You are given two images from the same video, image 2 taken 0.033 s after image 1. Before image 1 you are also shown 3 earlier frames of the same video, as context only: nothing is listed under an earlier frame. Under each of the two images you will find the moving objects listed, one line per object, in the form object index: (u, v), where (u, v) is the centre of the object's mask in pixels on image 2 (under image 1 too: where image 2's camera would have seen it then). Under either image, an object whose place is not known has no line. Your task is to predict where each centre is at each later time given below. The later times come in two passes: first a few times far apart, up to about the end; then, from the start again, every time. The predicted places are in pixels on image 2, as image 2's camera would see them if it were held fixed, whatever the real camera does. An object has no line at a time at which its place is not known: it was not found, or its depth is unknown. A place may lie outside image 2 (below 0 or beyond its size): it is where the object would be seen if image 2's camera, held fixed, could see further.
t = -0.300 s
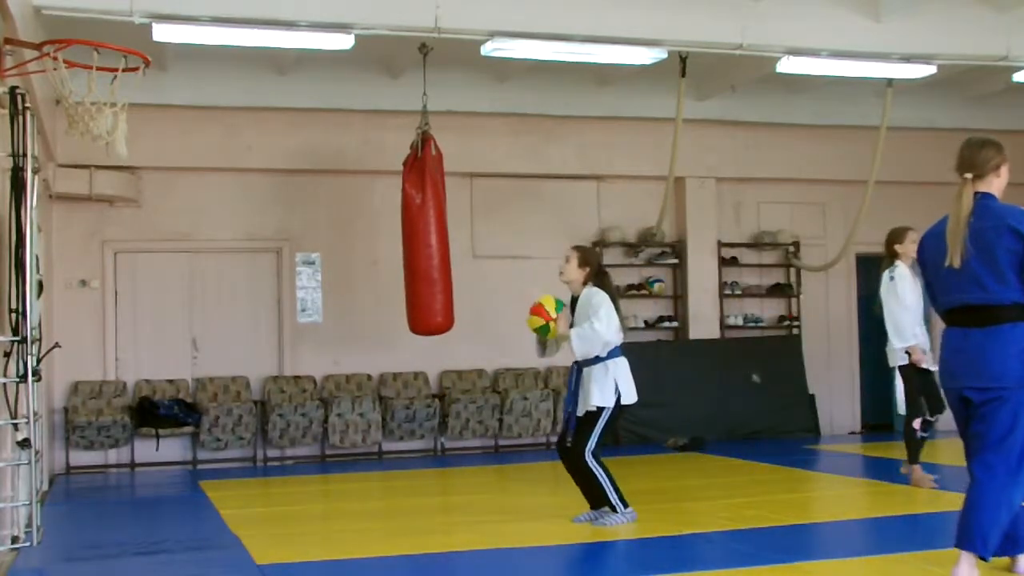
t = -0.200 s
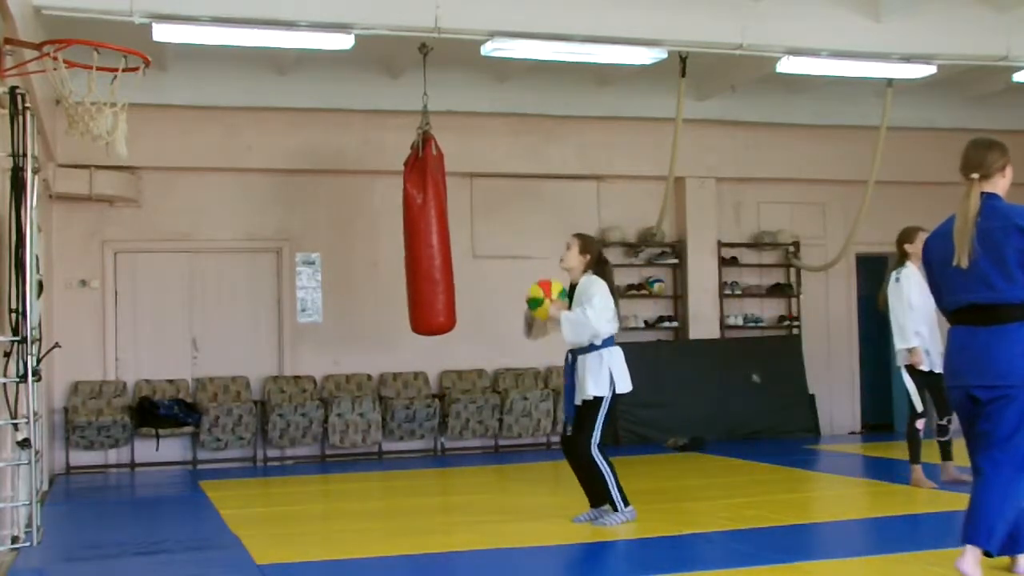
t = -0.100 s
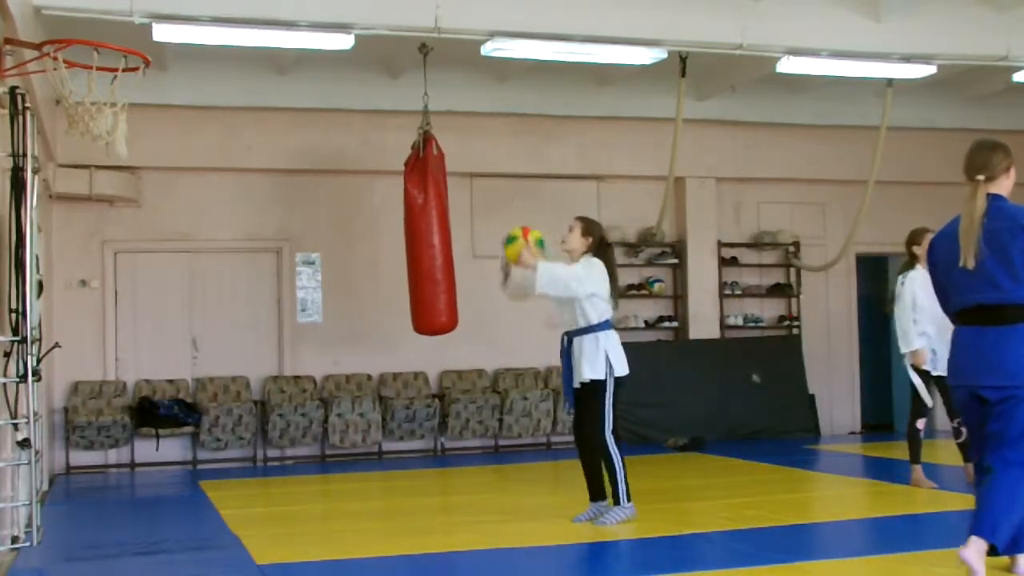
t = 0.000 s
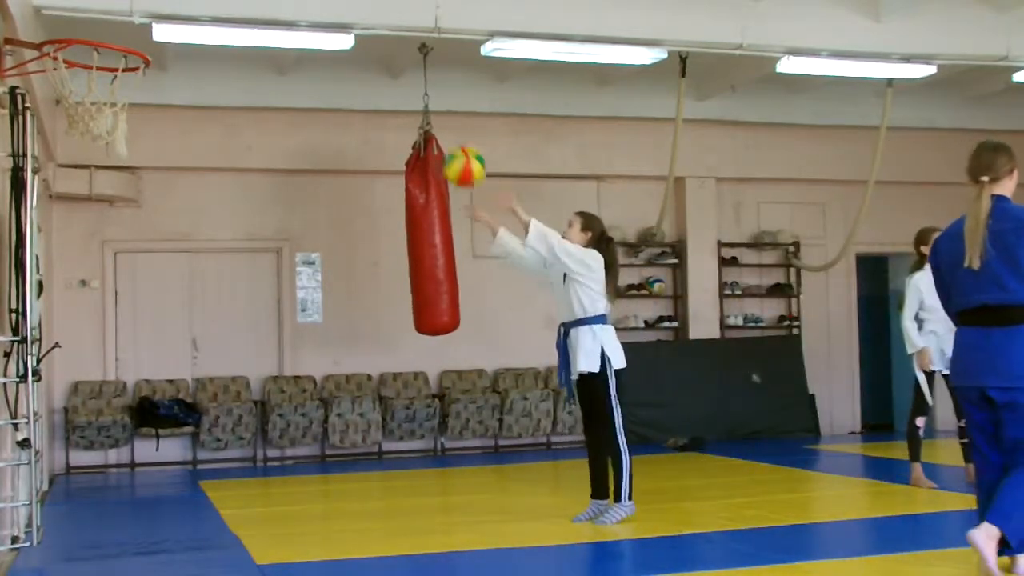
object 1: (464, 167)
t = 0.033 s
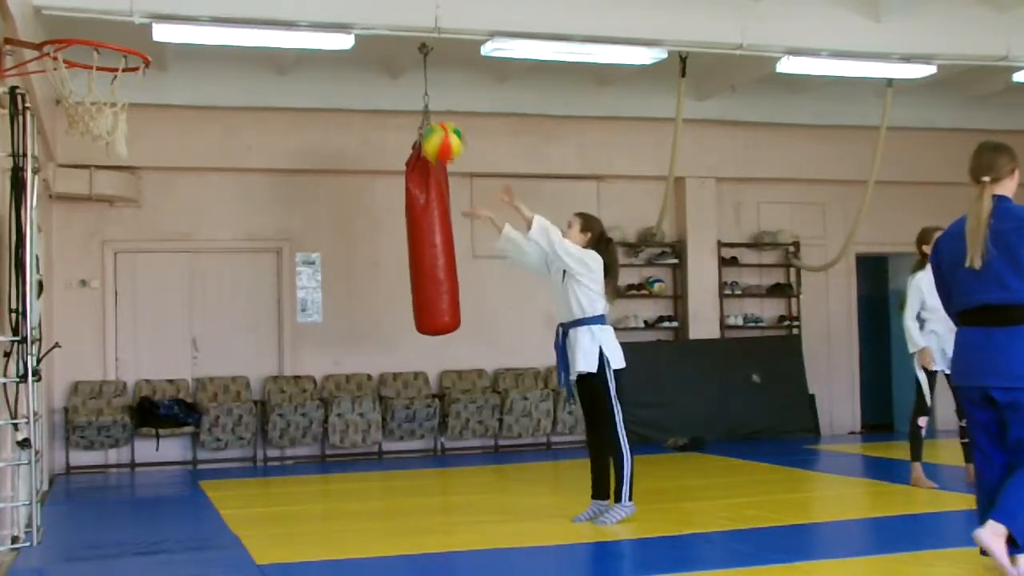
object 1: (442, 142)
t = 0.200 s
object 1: (334, 53)
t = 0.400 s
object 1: (202, 16)
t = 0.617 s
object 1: (80, 42)
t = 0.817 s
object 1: (118, 21)
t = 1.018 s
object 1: (178, 46)
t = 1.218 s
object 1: (237, 125)
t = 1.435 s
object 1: (294, 298)
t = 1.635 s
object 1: (342, 523)
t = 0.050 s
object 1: (431, 131)
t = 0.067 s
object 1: (421, 121)
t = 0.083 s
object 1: (410, 110)
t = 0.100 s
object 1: (398, 101)
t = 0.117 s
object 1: (388, 91)
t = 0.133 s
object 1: (376, 83)
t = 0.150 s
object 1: (367, 75)
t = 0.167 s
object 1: (356, 67)
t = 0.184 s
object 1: (345, 60)
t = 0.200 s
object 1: (334, 53)
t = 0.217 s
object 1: (322, 48)
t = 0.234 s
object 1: (310, 41)
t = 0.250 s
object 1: (299, 36)
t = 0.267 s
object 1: (288, 31)
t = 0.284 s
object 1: (277, 26)
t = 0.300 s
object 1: (267, 22)
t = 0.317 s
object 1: (256, 20)
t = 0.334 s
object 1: (245, 18)
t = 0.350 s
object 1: (234, 17)
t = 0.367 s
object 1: (223, 16)
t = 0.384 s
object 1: (213, 16)
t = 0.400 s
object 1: (202, 16)
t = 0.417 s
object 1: (191, 16)
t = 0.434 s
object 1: (180, 16)
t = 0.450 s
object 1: (169, 17)
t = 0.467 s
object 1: (157, 18)
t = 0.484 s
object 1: (146, 20)
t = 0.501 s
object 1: (136, 22)
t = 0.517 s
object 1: (126, 26)
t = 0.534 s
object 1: (115, 28)
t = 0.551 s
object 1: (105, 34)
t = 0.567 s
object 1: (94, 40)
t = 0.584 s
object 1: (82, 46)
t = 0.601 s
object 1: (81, 45)
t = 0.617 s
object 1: (80, 42)
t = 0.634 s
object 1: (80, 40)
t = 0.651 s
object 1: (80, 37)
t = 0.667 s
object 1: (81, 35)
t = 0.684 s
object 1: (81, 34)
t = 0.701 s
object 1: (81, 33)
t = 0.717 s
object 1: (86, 30)
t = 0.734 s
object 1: (91, 24)
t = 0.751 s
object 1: (96, 23)
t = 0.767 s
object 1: (102, 22)
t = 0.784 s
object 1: (107, 21)
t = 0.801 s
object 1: (113, 21)
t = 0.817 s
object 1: (118, 21)
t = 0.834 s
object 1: (123, 21)
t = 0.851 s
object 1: (128, 22)
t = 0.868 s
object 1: (133, 23)
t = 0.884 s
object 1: (138, 25)
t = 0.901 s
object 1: (143, 27)
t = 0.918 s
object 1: (149, 30)
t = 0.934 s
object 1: (154, 34)
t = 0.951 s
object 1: (159, 38)
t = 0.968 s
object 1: (163, 39)
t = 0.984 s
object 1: (168, 41)
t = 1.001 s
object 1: (173, 43)
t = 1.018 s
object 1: (178, 46)
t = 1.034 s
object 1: (183, 50)
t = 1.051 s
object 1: (189, 55)
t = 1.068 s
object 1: (193, 59)
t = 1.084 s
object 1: (198, 64)
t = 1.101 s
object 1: (203, 69)
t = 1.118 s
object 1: (208, 75)
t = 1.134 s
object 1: (213, 83)
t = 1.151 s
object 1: (218, 90)
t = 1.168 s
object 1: (222, 98)
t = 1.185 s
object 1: (227, 106)
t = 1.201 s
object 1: (232, 116)
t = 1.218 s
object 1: (237, 125)
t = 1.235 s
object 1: (241, 135)
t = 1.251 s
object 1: (246, 146)
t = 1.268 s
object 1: (251, 157)
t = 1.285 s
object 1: (255, 168)
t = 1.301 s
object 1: (261, 181)
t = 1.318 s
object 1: (265, 193)
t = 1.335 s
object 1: (269, 206)
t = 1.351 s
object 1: (273, 221)
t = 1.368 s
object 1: (277, 235)
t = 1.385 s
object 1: (281, 250)
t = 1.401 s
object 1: (285, 265)
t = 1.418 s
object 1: (289, 282)
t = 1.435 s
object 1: (294, 298)
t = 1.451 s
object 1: (298, 316)
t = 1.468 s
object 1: (303, 333)
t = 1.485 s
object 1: (306, 350)
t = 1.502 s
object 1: (311, 370)
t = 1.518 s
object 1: (315, 388)
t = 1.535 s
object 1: (318, 408)
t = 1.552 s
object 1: (322, 428)
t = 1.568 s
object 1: (325, 448)
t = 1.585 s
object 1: (332, 466)
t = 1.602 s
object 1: (336, 486)
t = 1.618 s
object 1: (339, 509)
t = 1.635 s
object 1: (342, 523)
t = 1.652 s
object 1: (346, 509)
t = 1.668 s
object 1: (350, 493)
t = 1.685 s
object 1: (353, 477)
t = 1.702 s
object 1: (356, 463)
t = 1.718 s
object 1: (360, 449)
